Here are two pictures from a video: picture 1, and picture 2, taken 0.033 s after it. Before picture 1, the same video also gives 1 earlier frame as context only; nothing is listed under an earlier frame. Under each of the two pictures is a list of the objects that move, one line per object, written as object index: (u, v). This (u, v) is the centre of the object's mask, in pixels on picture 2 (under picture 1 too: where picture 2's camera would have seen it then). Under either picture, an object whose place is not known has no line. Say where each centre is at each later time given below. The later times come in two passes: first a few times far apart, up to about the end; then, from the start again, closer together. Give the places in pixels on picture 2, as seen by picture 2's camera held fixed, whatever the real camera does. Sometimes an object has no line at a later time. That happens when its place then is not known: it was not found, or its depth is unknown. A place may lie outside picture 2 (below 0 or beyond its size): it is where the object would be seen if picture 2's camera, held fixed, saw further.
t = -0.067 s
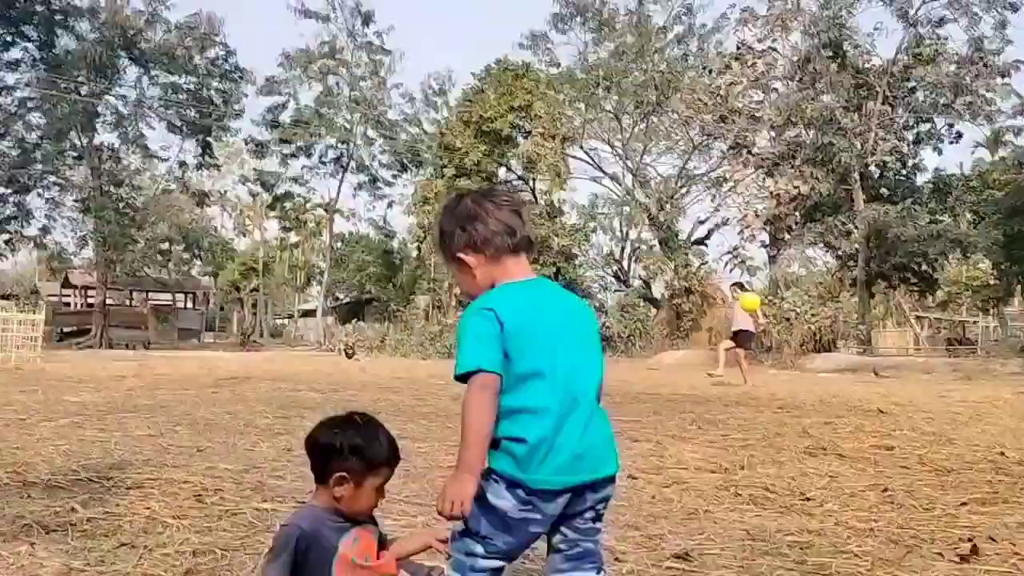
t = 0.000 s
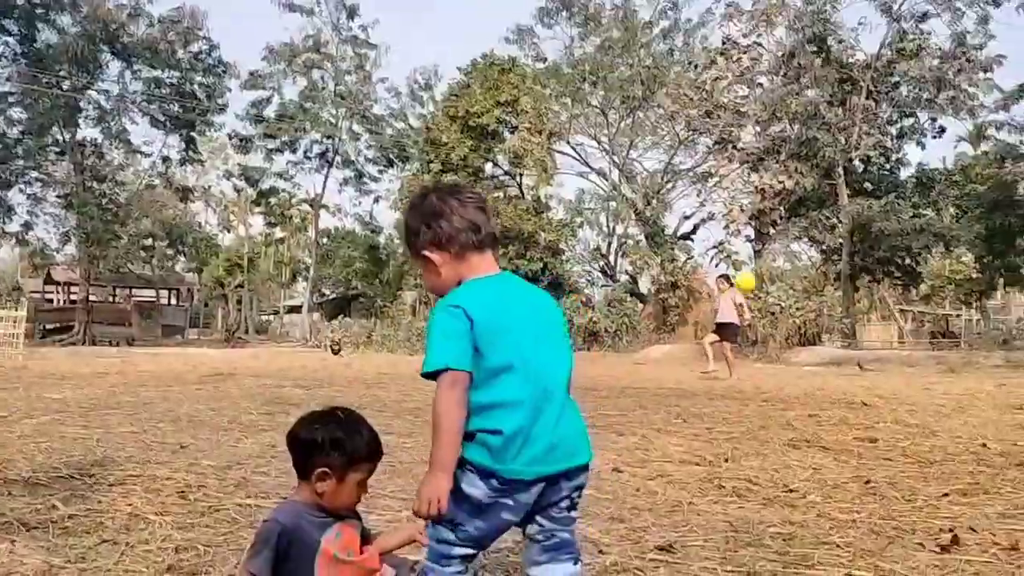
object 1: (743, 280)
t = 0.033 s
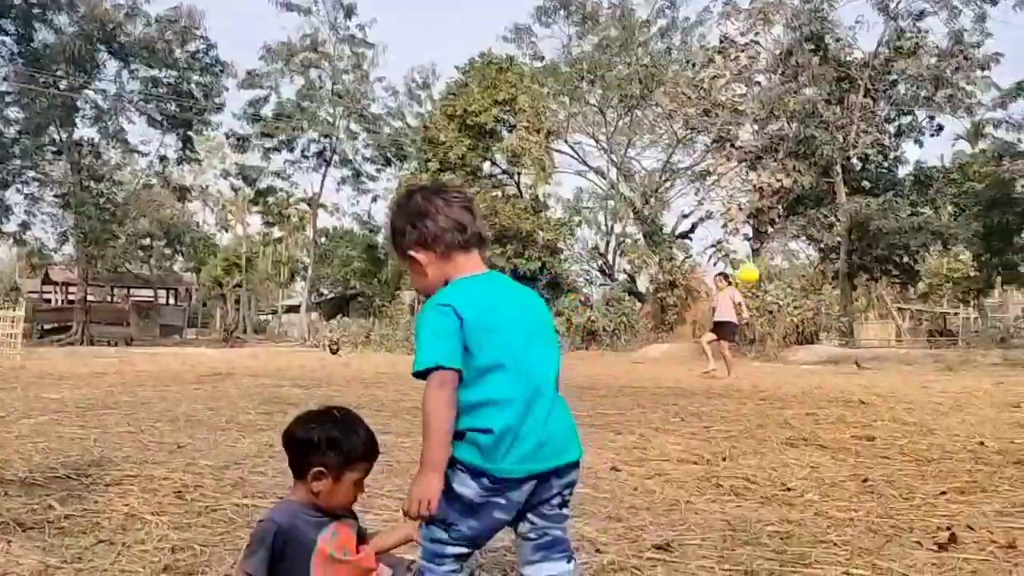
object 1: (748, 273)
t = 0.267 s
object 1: (796, 250)
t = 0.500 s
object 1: (855, 283)
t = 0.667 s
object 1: (906, 351)
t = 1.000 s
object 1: (1021, 336)
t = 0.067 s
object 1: (754, 268)
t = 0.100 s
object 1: (761, 262)
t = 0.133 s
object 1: (767, 258)
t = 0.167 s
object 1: (773, 254)
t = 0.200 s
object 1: (780, 252)
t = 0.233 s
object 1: (788, 250)
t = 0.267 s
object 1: (796, 250)
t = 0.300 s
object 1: (802, 250)
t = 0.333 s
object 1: (810, 253)
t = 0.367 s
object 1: (819, 256)
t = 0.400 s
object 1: (828, 261)
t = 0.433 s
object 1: (837, 267)
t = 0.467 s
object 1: (845, 275)
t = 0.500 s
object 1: (855, 283)
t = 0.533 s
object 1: (864, 293)
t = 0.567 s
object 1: (874, 305)
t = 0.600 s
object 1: (884, 319)
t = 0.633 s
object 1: (895, 334)
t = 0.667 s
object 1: (906, 351)
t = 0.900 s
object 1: (986, 350)
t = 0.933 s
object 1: (997, 344)
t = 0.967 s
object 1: (1008, 339)
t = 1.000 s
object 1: (1021, 336)
